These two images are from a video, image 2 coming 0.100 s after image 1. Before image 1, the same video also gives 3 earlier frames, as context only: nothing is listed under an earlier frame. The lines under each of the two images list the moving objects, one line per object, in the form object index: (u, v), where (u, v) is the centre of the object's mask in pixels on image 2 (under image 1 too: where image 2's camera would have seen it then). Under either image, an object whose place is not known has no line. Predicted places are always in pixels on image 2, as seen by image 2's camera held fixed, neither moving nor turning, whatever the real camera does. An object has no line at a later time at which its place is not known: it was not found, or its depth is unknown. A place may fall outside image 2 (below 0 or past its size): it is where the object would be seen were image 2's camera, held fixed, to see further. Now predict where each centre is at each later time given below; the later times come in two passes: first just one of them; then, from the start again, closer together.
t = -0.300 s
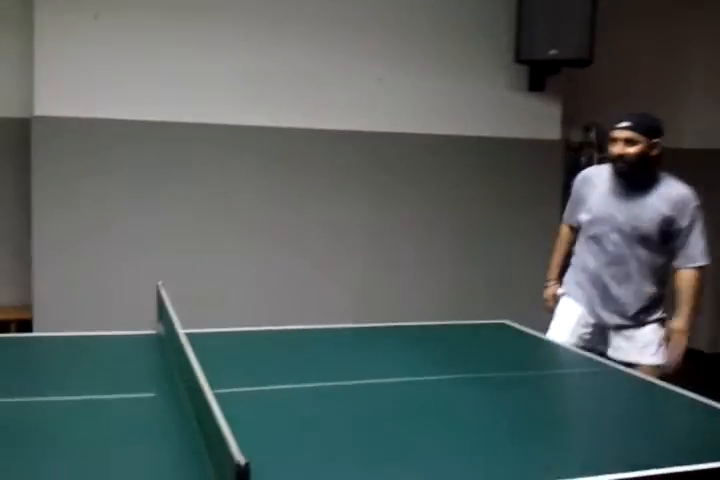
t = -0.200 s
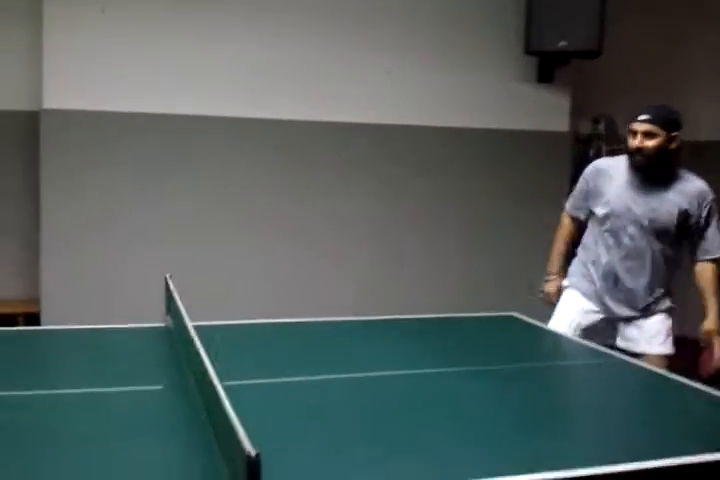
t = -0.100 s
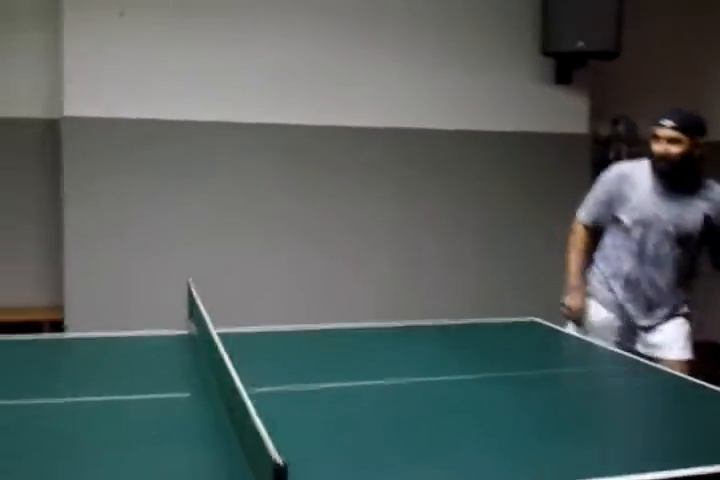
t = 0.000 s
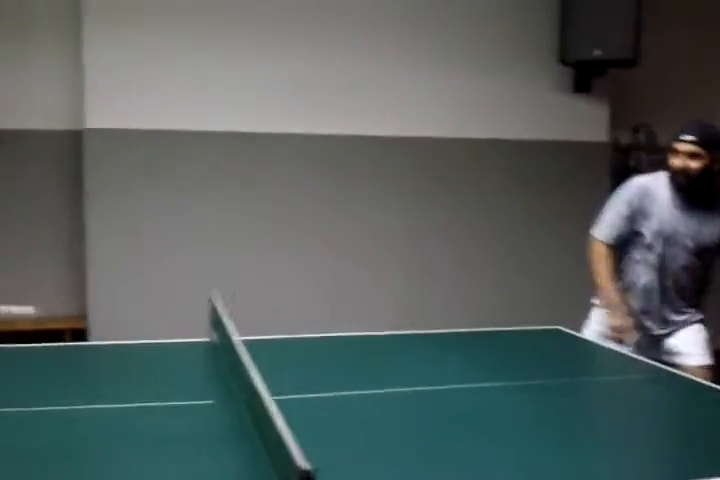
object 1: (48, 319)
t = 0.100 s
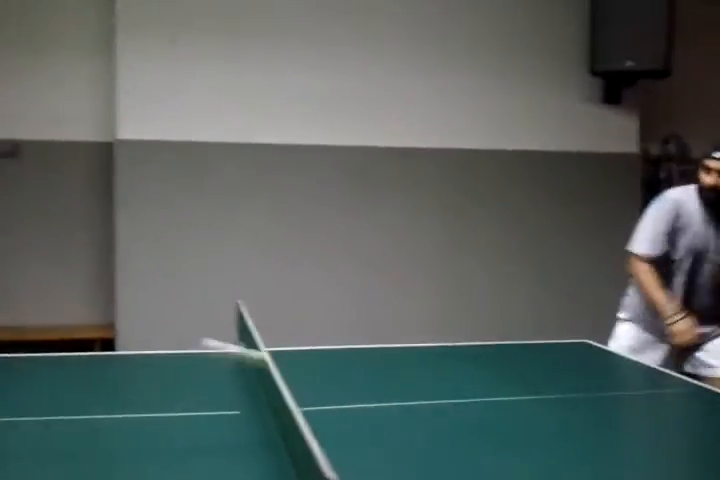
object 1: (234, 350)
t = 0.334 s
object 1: (561, 346)
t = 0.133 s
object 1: (301, 368)
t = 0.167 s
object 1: (352, 389)
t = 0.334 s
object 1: (561, 346)
